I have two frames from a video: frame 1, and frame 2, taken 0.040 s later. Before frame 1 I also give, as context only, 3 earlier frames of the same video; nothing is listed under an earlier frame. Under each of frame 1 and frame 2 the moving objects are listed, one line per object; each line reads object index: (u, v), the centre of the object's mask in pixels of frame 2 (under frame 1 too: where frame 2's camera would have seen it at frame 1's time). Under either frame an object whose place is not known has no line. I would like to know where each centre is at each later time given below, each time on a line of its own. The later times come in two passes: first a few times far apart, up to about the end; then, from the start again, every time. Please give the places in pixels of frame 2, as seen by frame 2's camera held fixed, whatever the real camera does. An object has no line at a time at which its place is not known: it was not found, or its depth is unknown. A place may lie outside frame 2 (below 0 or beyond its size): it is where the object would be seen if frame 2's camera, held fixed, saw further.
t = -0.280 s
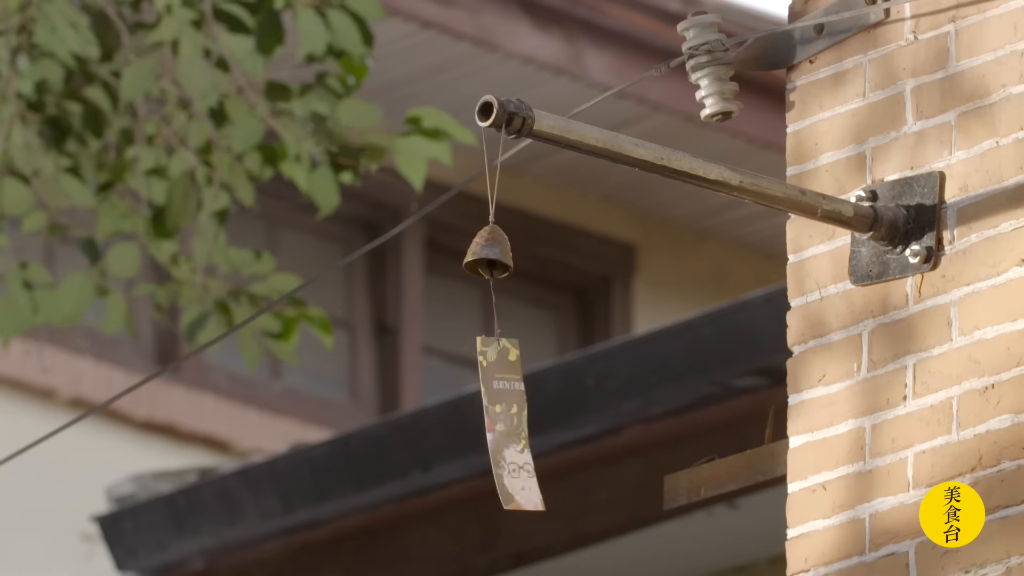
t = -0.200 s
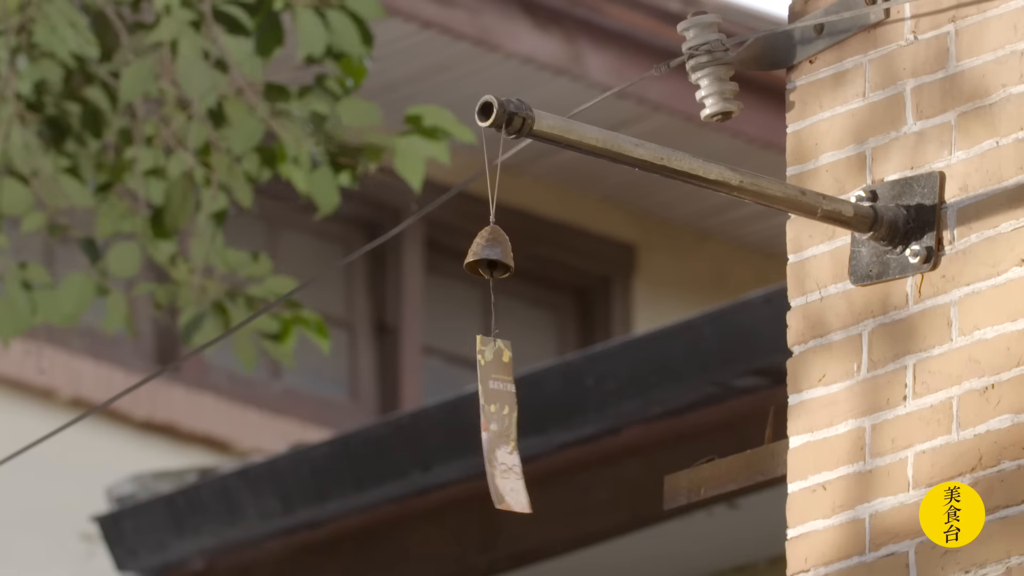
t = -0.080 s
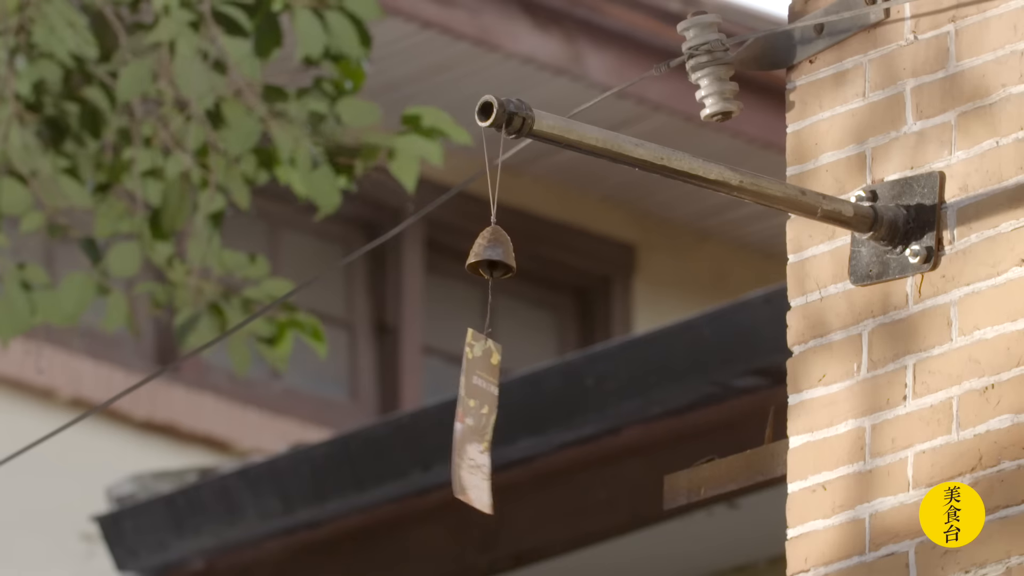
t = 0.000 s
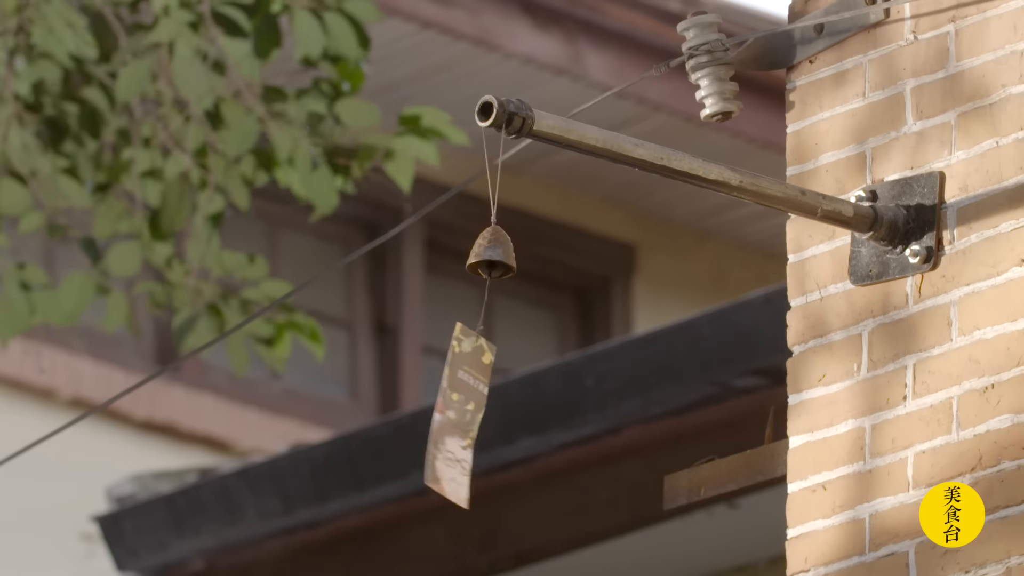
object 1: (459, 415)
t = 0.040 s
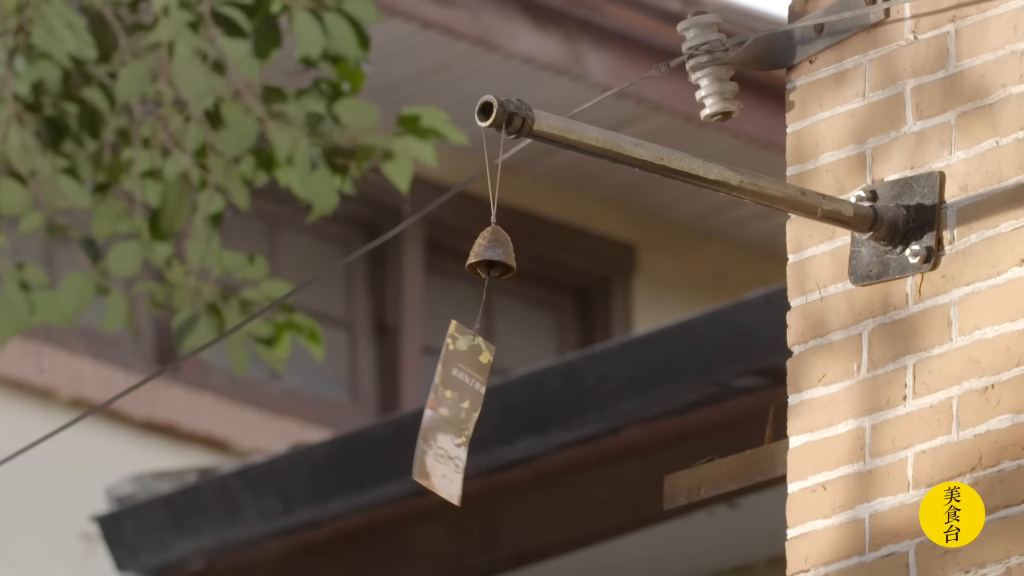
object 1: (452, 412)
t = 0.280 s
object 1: (469, 421)
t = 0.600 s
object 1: (502, 427)
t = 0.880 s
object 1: (449, 411)
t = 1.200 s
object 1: (503, 425)
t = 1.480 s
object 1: (490, 427)
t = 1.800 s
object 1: (445, 415)
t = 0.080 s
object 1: (448, 410)
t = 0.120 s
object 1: (447, 410)
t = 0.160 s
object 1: (449, 411)
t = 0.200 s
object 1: (453, 414)
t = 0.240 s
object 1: (460, 418)
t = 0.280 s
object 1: (469, 421)
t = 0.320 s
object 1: (479, 423)
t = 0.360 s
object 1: (489, 425)
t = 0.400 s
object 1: (497, 425)
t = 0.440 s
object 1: (504, 425)
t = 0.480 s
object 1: (507, 425)
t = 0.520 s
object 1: (508, 425)
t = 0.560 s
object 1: (506, 426)
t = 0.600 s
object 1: (502, 427)
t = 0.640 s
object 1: (495, 426)
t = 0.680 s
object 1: (486, 424)
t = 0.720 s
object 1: (477, 421)
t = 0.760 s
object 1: (468, 418)
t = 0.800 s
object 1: (459, 415)
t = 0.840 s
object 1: (453, 412)
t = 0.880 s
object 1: (449, 411)
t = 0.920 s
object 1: (448, 411)
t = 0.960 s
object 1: (450, 412)
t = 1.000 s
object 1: (455, 415)
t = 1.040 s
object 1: (463, 418)
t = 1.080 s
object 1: (472, 420)
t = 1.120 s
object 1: (483, 422)
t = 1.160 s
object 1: (493, 424)
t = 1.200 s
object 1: (503, 425)
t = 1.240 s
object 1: (510, 425)
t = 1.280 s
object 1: (514, 425)
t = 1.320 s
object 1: (515, 426)
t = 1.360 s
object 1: (513, 427)
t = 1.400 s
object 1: (508, 428)
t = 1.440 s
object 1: (500, 428)
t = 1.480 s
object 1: (490, 427)
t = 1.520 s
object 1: (479, 425)
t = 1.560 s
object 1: (467, 422)
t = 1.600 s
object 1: (456, 419)
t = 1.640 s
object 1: (447, 416)
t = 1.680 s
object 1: (441, 414)
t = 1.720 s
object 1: (438, 412)
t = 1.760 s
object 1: (440, 413)
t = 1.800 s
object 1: (445, 415)
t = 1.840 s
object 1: (454, 417)
